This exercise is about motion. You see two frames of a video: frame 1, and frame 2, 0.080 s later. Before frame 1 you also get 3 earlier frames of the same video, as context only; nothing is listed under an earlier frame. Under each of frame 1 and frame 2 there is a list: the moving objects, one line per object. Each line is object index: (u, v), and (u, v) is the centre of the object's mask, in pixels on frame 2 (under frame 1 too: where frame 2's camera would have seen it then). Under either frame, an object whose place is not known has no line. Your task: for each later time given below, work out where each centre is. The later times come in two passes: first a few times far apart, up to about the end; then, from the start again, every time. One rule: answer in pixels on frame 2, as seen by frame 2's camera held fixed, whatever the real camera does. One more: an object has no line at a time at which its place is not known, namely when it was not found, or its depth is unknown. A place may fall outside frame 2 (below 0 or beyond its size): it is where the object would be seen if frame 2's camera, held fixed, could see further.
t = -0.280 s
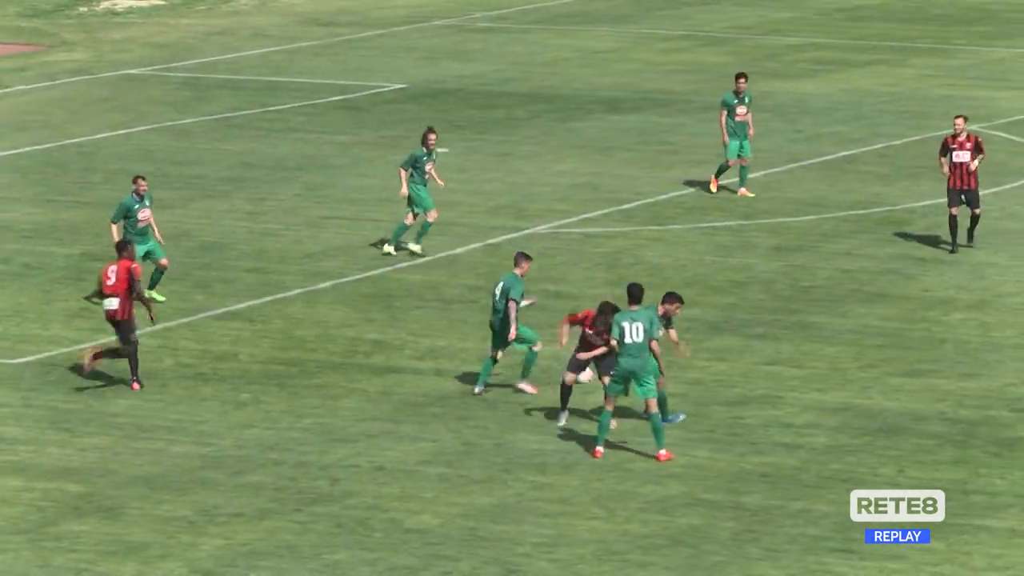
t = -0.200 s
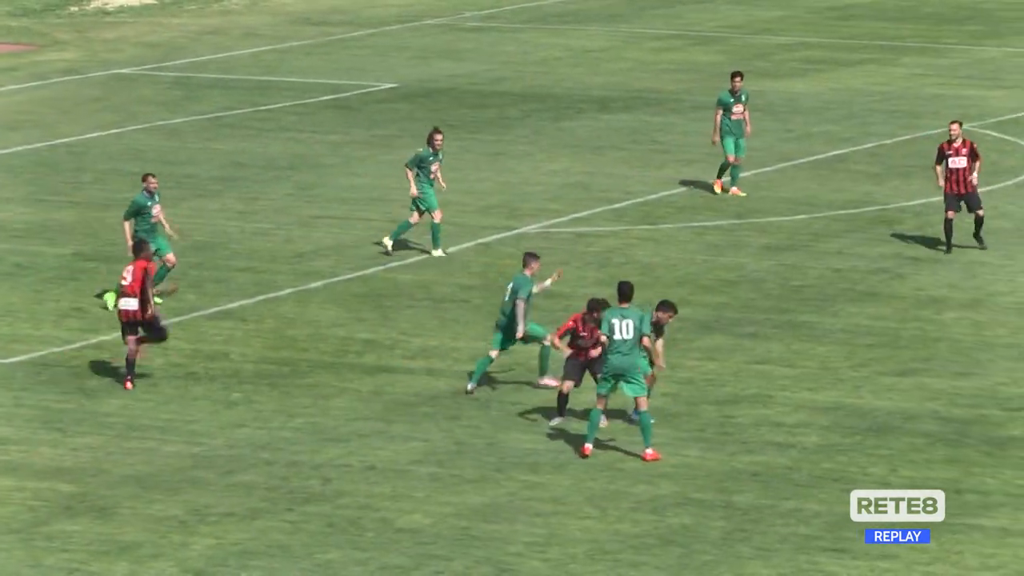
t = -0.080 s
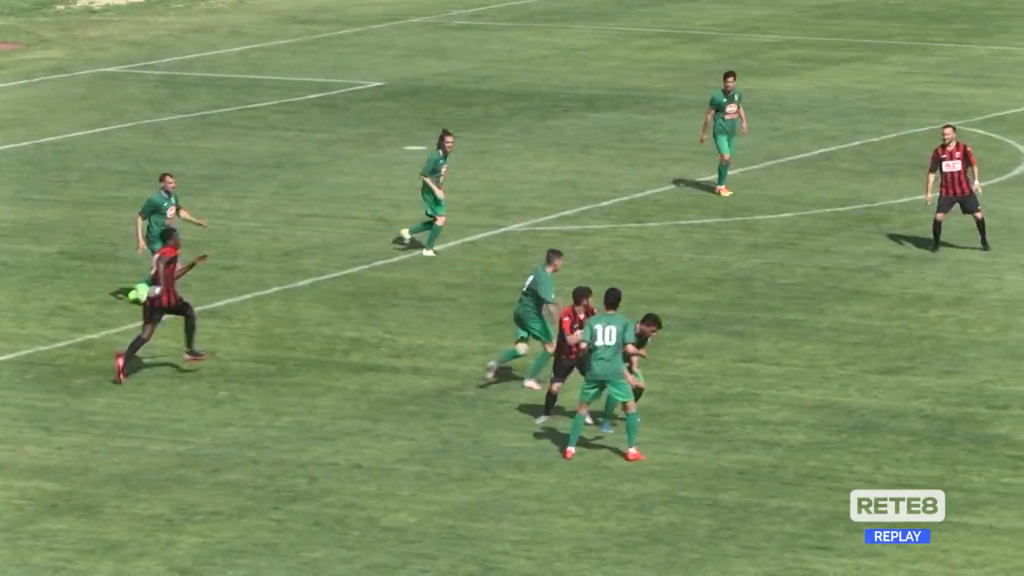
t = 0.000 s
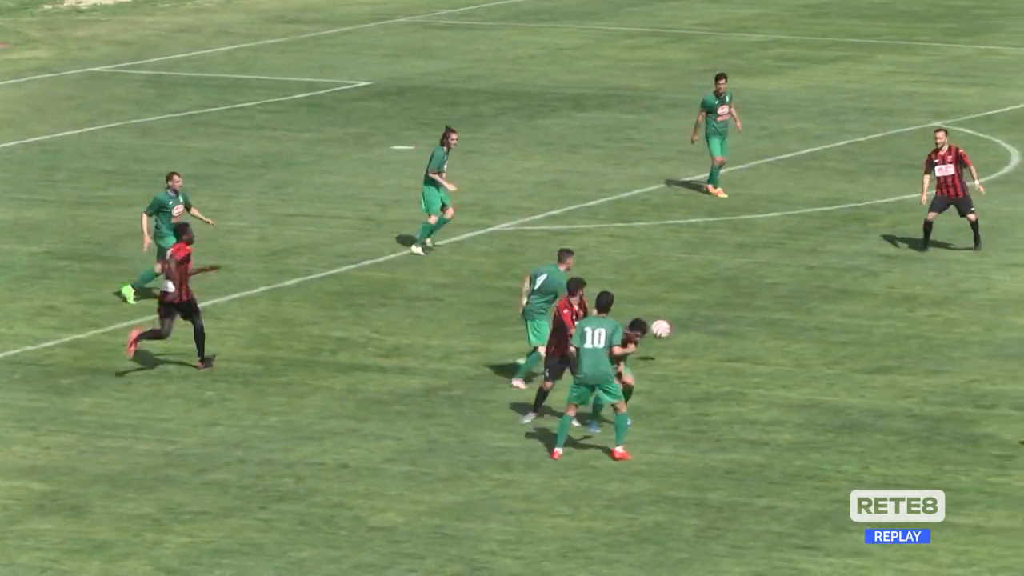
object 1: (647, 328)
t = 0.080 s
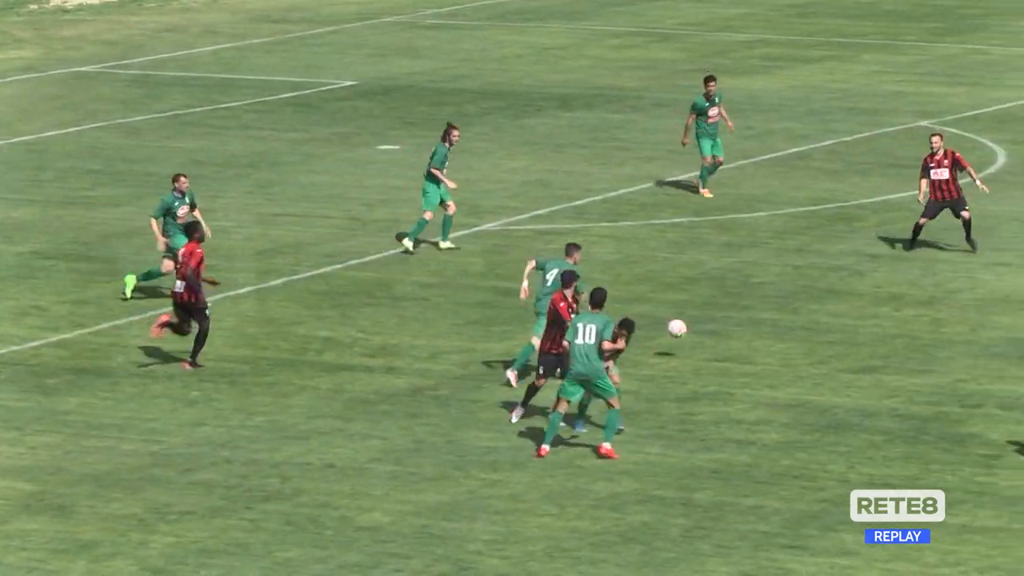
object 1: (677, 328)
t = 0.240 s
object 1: (734, 340)
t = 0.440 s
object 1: (803, 318)
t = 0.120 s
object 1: (692, 330)
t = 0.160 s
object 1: (706, 333)
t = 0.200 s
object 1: (721, 337)
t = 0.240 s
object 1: (734, 340)
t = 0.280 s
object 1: (749, 333)
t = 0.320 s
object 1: (762, 327)
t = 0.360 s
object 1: (775, 323)
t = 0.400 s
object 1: (790, 320)
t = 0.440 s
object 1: (803, 318)
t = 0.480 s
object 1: (815, 318)
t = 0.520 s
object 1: (828, 319)
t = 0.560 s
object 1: (841, 321)
